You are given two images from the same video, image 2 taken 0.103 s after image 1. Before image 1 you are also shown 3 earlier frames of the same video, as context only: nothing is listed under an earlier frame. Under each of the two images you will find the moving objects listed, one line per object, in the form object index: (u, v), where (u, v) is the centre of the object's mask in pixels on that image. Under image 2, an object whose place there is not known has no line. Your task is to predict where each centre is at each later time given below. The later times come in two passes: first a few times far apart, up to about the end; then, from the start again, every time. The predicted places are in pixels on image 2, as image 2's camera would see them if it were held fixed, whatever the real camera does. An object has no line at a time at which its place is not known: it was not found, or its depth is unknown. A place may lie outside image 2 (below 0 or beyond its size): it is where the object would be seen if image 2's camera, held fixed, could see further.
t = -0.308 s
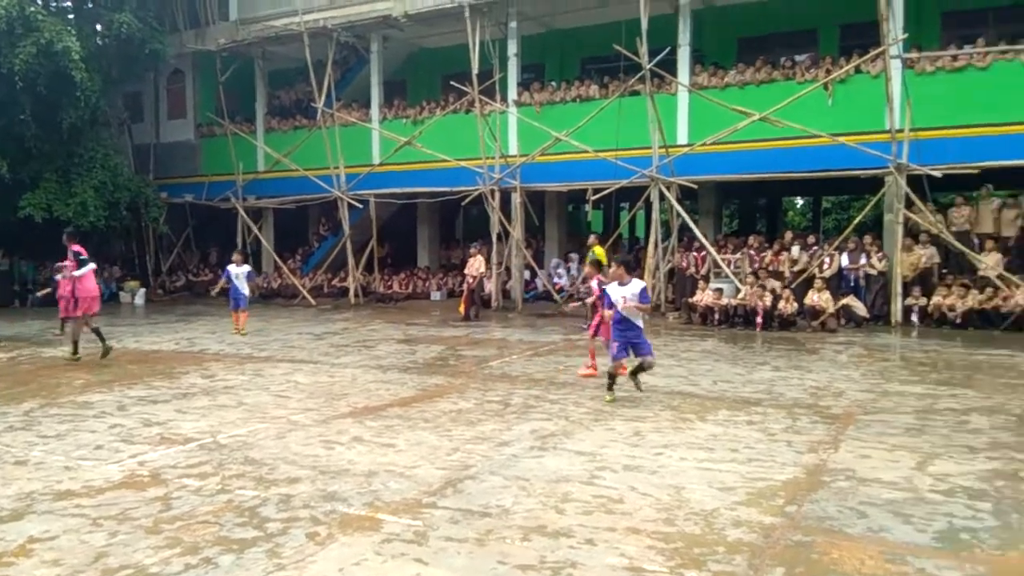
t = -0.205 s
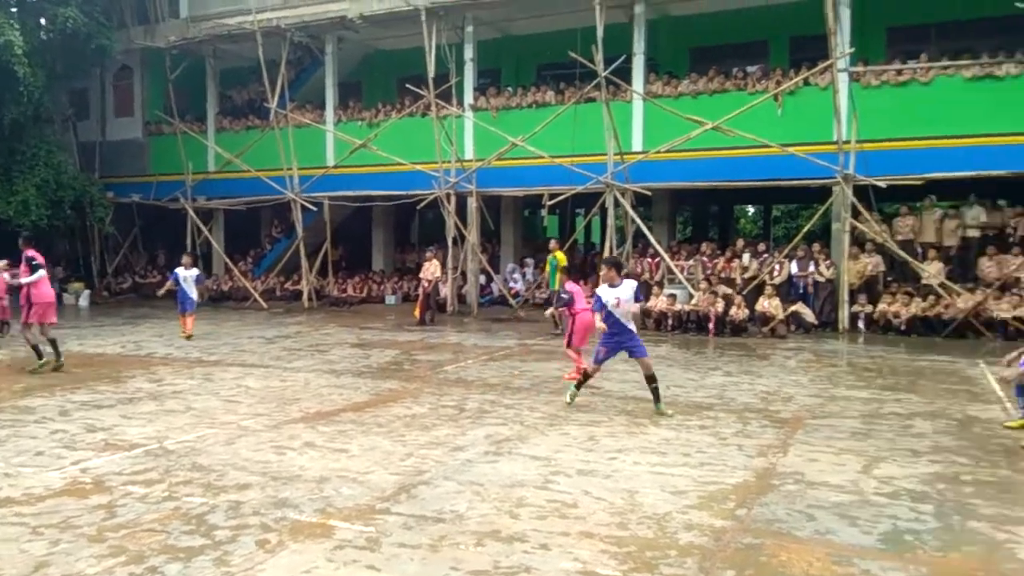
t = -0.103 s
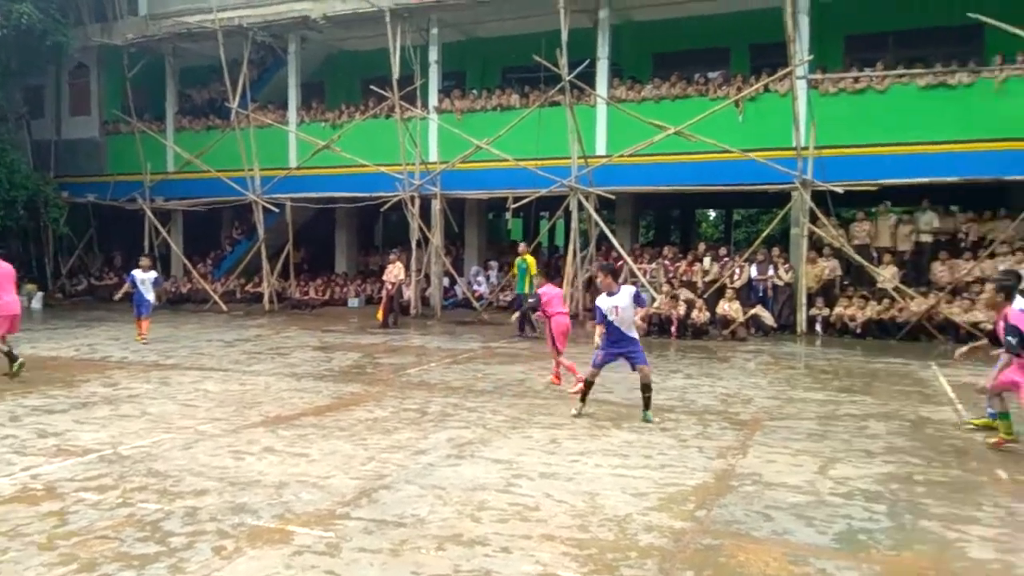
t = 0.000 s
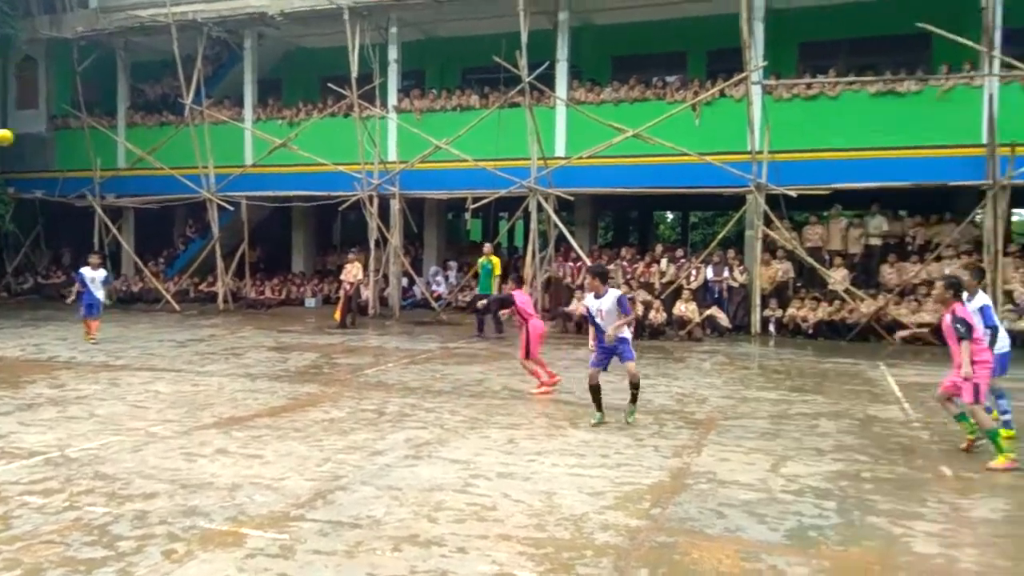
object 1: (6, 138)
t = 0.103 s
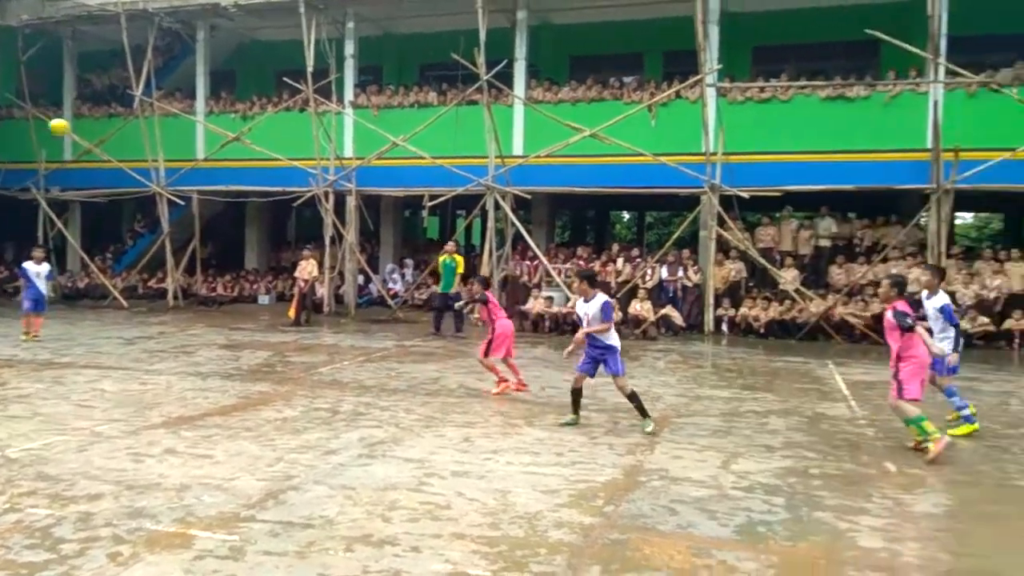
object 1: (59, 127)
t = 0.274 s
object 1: (266, 147)
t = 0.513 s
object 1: (591, 221)
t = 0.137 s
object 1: (99, 128)
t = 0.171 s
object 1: (140, 132)
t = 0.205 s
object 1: (180, 135)
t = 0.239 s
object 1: (223, 140)
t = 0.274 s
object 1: (266, 147)
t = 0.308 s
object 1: (310, 154)
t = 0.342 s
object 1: (354, 162)
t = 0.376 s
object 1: (401, 172)
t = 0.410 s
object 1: (447, 181)
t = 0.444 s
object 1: (494, 194)
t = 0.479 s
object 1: (542, 208)
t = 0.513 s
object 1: (591, 221)
